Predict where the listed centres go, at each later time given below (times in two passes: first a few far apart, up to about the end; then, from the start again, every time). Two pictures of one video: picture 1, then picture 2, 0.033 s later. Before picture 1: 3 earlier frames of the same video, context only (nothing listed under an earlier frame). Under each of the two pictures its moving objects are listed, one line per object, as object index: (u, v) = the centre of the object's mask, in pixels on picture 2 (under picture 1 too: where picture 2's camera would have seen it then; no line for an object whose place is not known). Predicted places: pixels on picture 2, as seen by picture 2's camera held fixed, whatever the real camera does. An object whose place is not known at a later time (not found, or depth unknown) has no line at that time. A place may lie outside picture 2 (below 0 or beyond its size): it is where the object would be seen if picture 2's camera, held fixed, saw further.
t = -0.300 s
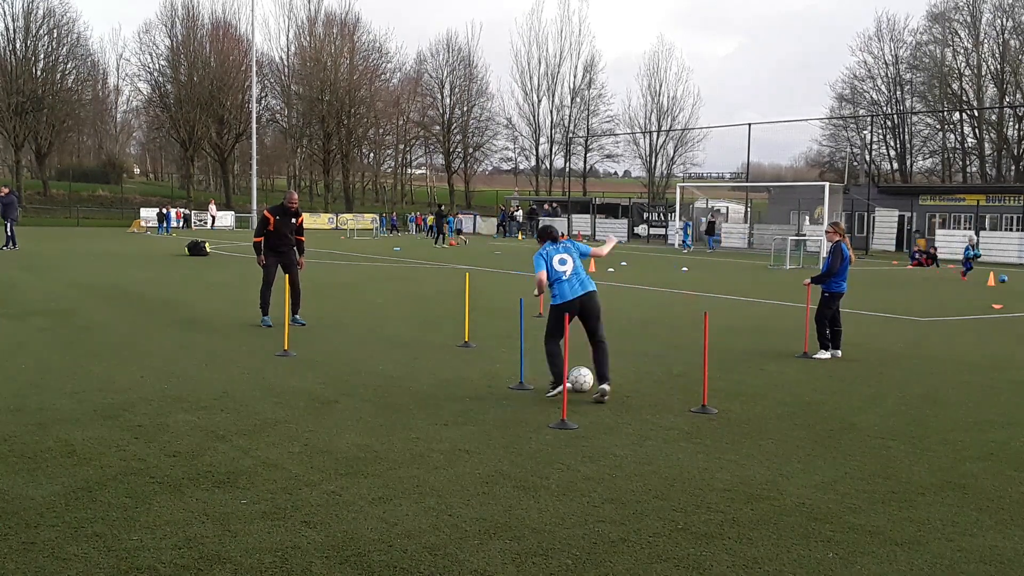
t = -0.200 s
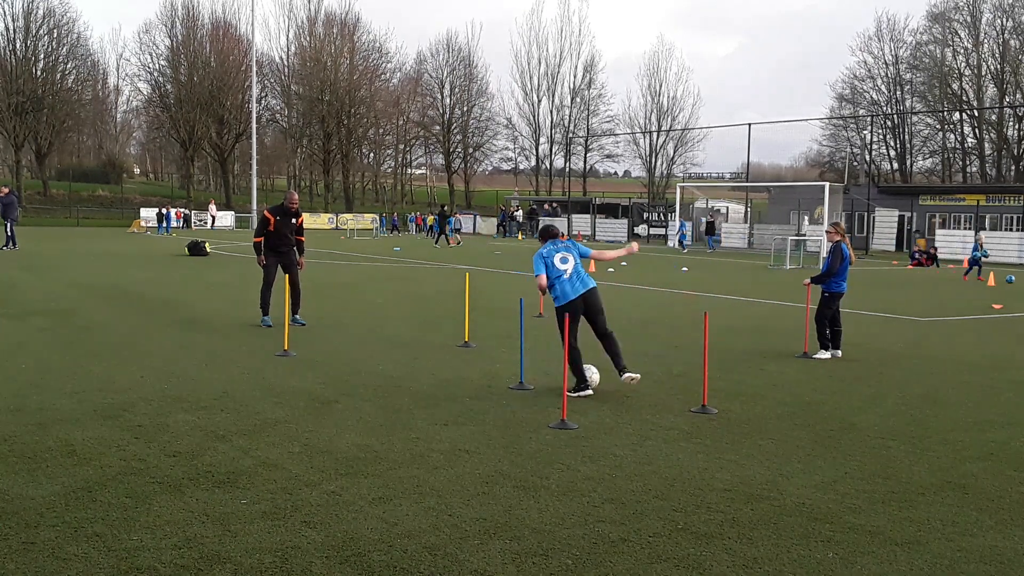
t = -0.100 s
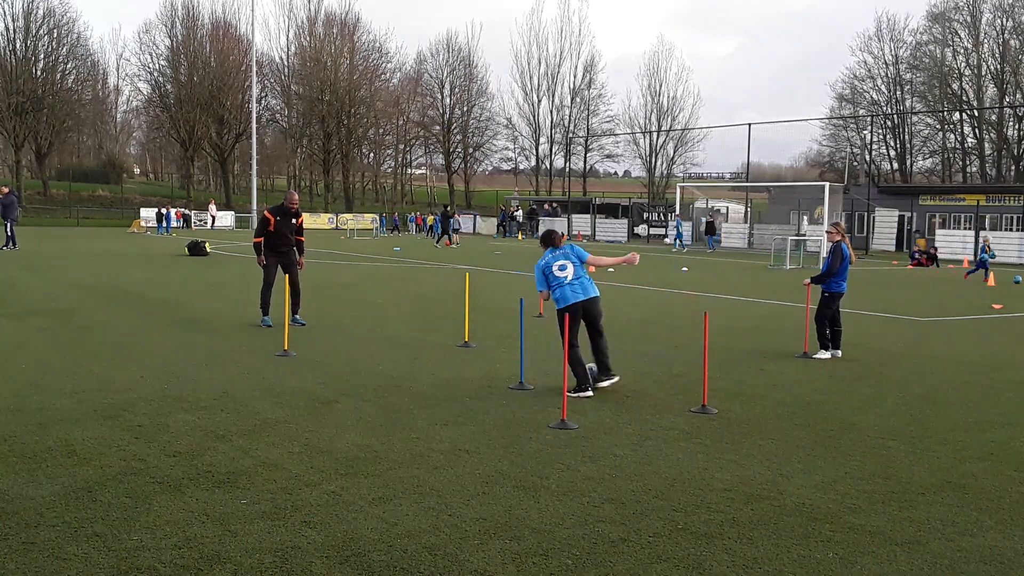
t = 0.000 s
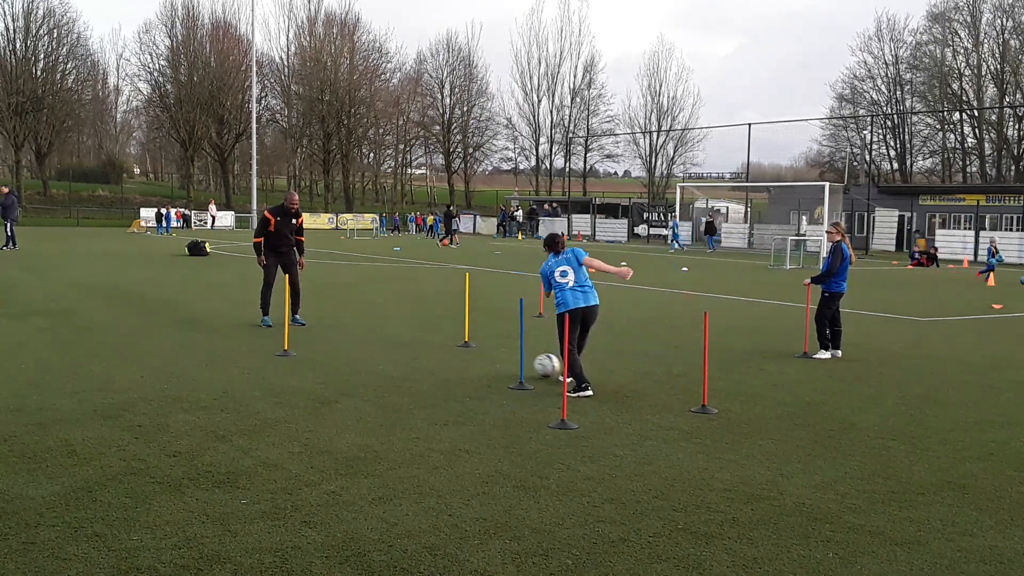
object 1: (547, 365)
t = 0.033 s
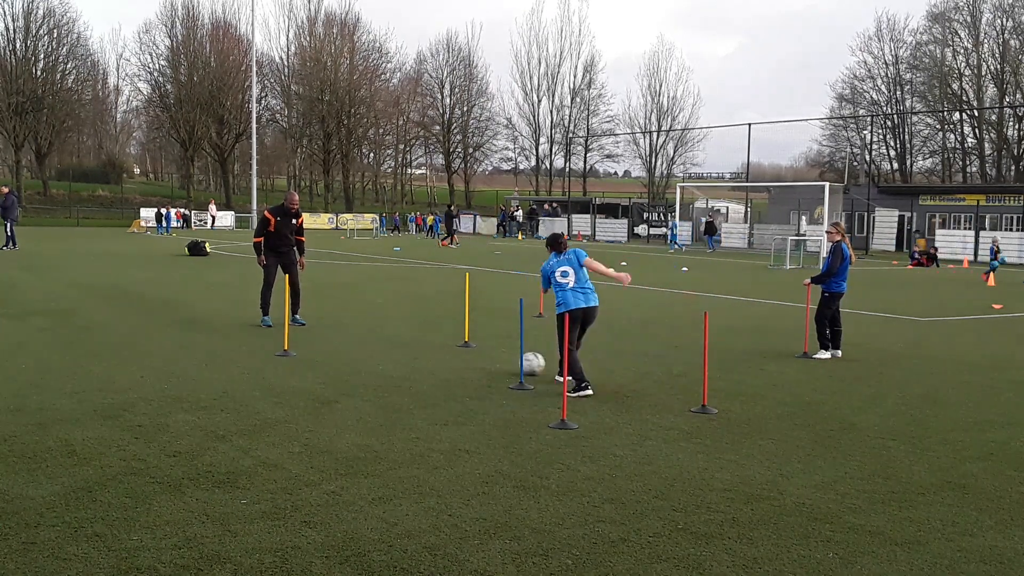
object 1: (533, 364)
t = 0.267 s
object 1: (452, 346)
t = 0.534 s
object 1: (393, 336)
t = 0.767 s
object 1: (353, 327)
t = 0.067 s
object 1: (518, 359)
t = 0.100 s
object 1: (506, 356)
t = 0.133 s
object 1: (494, 354)
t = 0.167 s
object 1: (483, 353)
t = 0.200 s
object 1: (471, 352)
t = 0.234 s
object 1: (462, 348)
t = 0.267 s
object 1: (452, 346)
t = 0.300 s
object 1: (443, 345)
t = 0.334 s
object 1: (434, 344)
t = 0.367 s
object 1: (427, 342)
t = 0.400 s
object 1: (419, 341)
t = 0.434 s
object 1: (412, 340)
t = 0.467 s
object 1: (405, 338)
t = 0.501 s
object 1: (399, 337)
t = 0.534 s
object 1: (393, 336)
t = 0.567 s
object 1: (387, 334)
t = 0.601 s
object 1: (381, 332)
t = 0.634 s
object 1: (375, 332)
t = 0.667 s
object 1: (369, 331)
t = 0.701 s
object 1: (364, 329)
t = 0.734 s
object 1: (358, 328)
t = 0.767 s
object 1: (353, 327)
